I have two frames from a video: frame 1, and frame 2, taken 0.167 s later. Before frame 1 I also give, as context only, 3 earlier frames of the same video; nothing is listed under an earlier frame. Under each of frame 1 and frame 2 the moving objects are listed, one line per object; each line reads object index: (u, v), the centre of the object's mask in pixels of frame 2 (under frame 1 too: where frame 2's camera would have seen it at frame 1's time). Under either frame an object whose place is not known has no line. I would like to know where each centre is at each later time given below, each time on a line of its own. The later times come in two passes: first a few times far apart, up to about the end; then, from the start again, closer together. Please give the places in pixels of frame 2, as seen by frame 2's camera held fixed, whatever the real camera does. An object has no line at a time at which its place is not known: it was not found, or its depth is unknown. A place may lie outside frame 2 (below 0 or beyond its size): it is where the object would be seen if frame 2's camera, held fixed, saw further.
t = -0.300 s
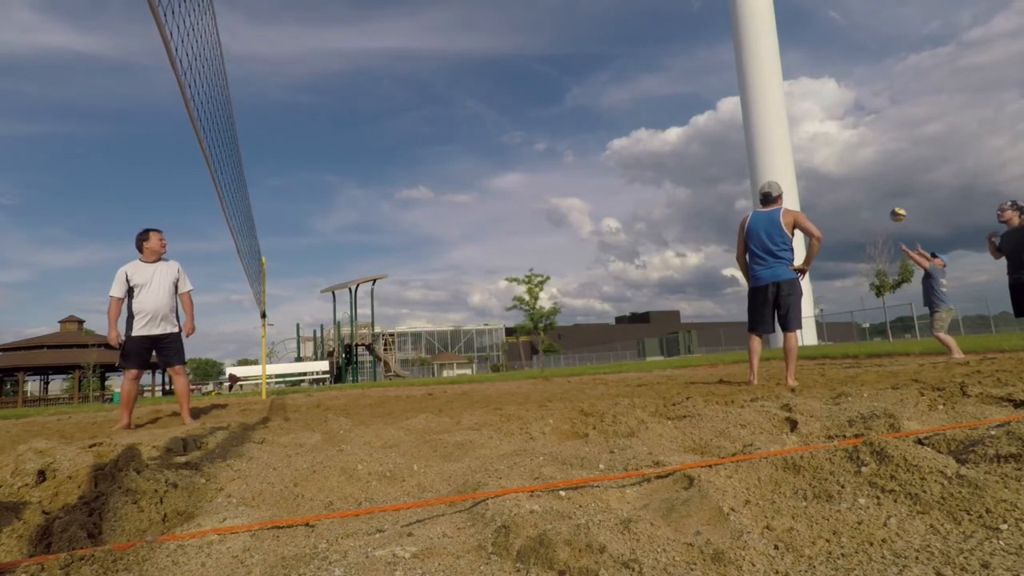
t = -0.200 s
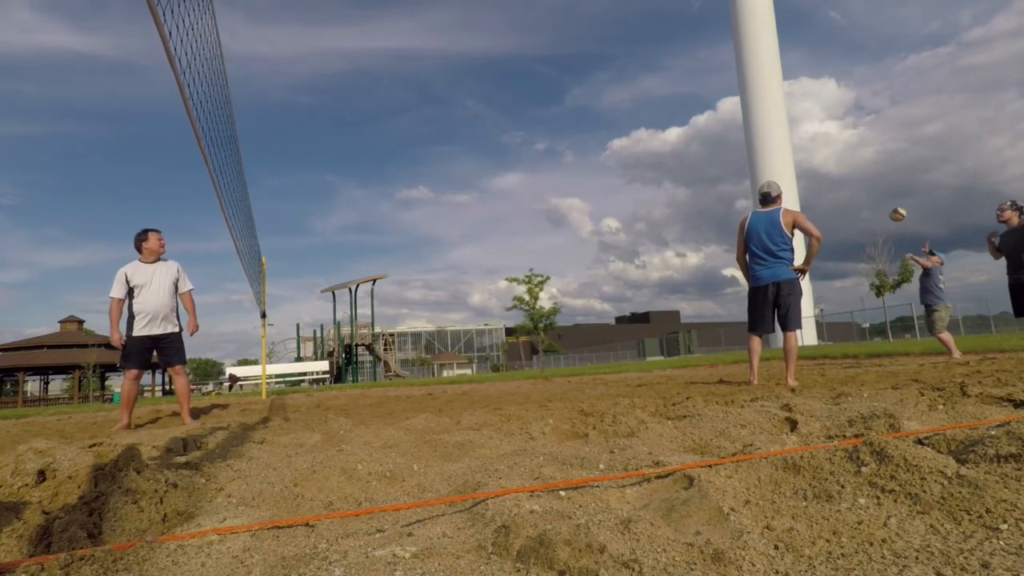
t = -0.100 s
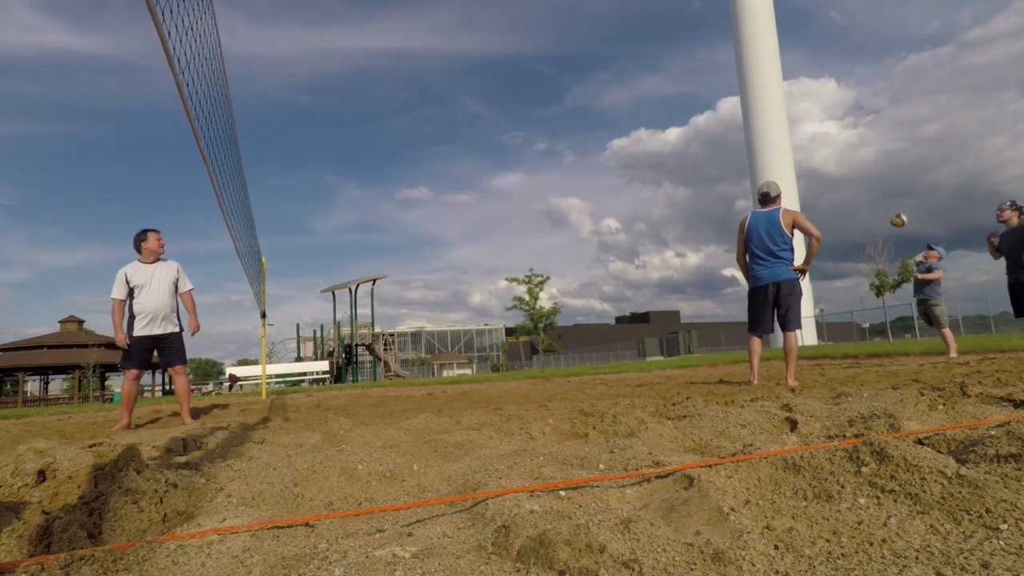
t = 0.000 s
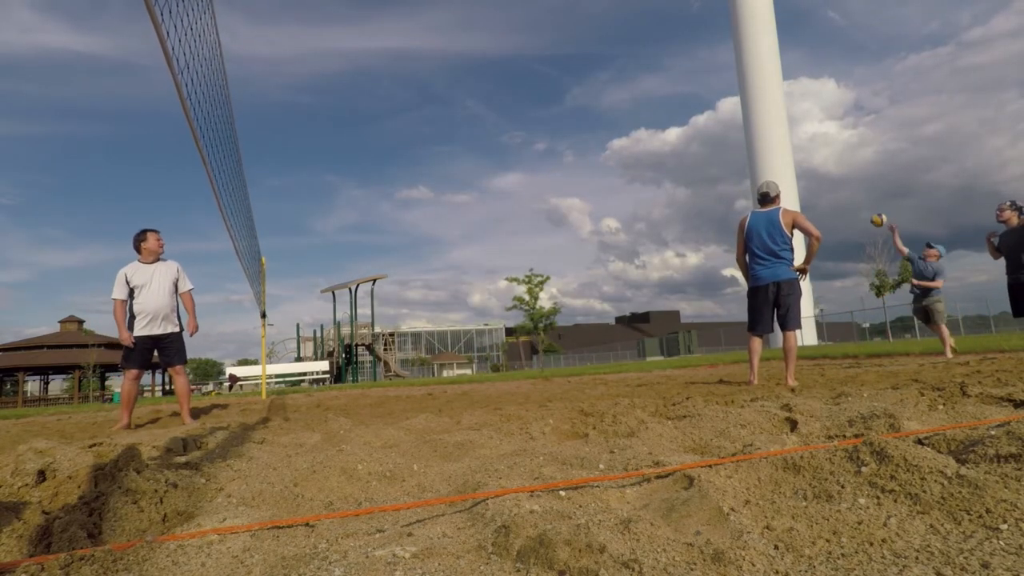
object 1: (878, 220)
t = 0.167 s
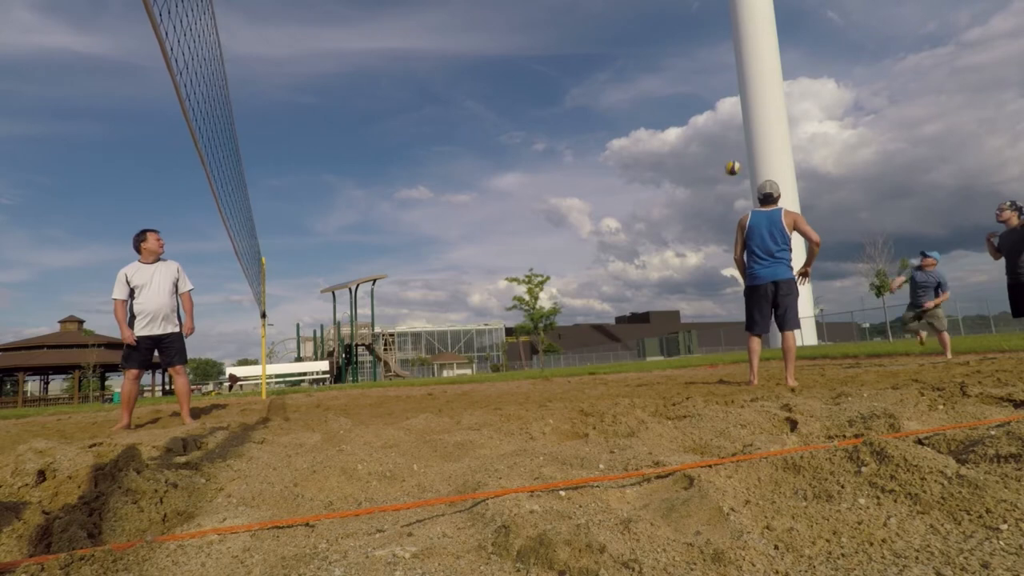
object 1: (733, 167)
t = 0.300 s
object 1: (612, 135)
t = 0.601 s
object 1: (322, 97)
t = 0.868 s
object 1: (26, 118)
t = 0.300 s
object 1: (612, 135)
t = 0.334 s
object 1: (582, 128)
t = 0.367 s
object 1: (551, 121)
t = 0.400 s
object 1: (519, 116)
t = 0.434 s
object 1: (487, 111)
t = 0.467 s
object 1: (455, 106)
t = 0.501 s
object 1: (423, 103)
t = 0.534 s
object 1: (390, 100)
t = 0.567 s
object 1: (356, 98)
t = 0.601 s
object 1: (322, 97)
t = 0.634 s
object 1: (288, 97)
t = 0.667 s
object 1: (253, 98)
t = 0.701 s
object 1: (218, 99)
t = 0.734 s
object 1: (180, 102)
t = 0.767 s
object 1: (143, 104)
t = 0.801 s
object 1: (105, 108)
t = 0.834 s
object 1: (66, 112)
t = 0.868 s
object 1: (26, 118)
